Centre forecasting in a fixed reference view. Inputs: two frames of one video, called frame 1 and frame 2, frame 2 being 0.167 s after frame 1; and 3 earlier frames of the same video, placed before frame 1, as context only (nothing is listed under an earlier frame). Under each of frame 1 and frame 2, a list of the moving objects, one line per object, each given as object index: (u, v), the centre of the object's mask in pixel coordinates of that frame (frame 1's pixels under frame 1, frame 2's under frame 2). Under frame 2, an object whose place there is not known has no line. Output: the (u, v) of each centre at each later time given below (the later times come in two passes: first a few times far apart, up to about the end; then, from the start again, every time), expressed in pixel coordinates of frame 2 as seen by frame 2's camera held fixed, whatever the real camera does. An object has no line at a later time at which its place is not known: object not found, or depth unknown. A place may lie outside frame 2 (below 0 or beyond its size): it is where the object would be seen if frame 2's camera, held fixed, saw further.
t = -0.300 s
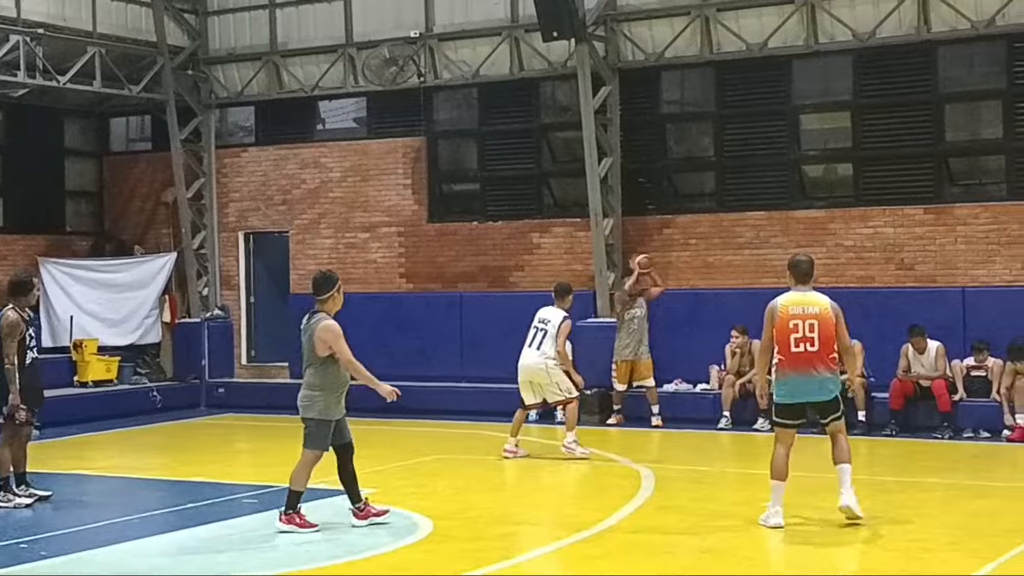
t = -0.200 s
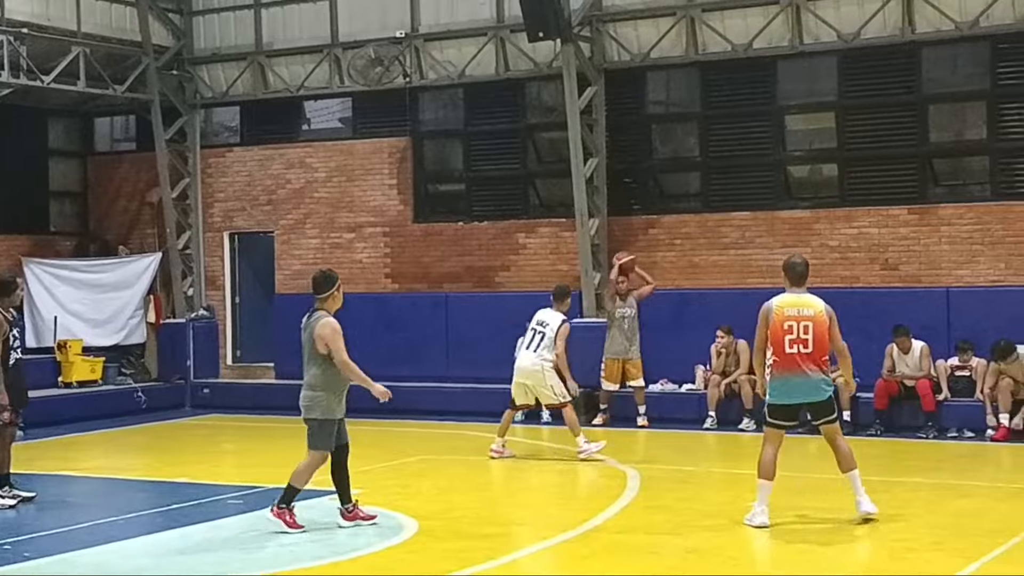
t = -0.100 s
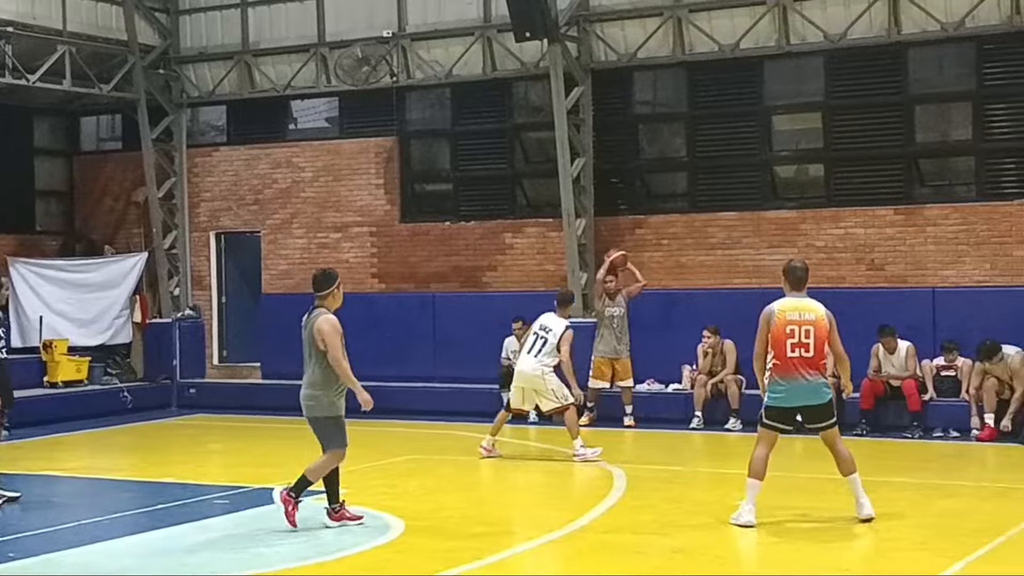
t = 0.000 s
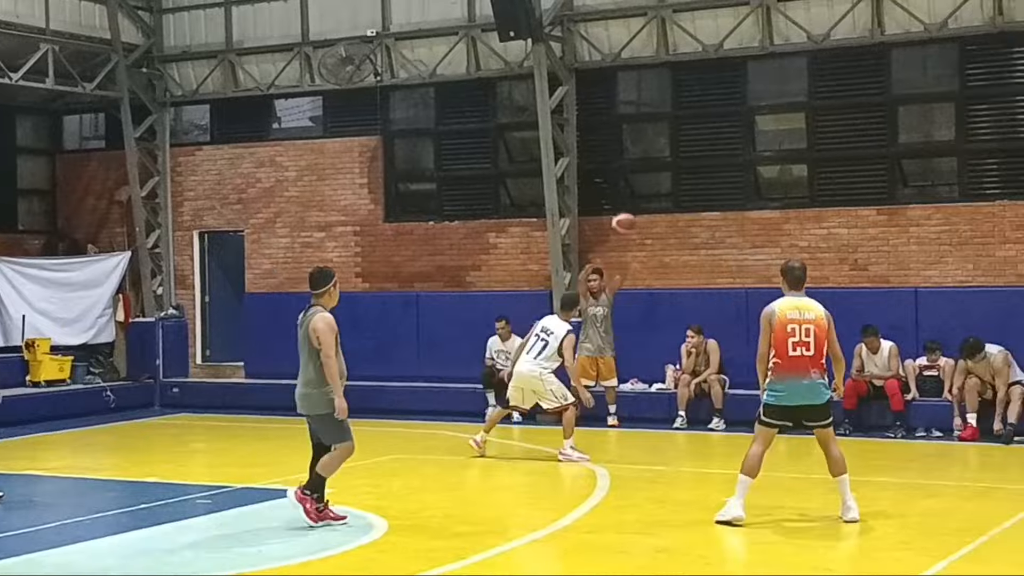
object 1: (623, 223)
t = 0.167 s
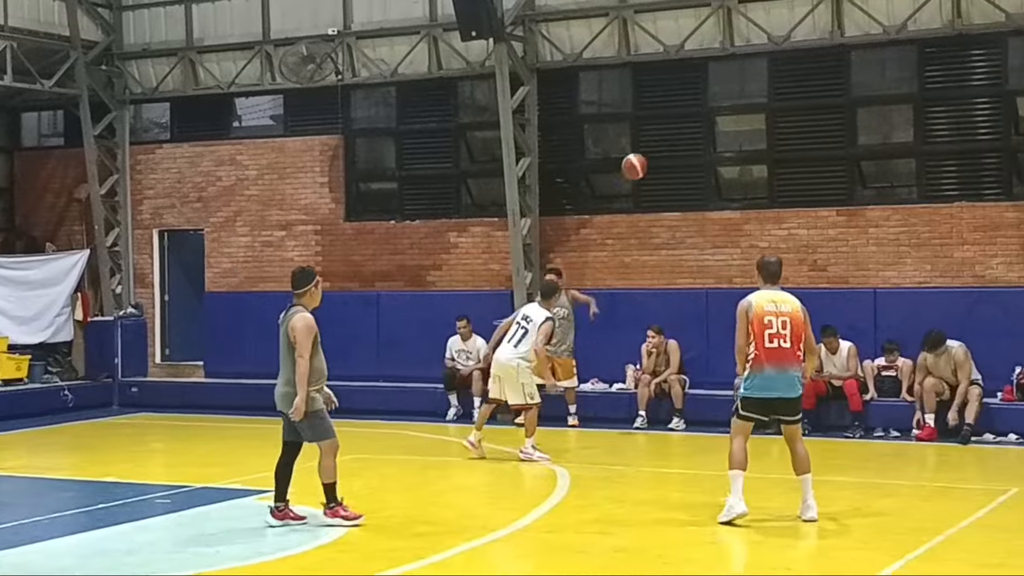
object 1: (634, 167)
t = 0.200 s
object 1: (645, 157)
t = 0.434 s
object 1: (733, 120)
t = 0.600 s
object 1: (810, 129)
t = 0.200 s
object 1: (645, 157)
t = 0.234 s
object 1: (657, 149)
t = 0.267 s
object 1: (669, 142)
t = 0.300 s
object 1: (681, 136)
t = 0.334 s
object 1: (693, 130)
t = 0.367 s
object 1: (706, 126)
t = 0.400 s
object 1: (720, 122)
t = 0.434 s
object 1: (733, 120)
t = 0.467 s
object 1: (747, 119)
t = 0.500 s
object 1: (762, 119)
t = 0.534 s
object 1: (778, 121)
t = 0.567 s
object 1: (793, 124)
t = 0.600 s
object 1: (810, 129)
